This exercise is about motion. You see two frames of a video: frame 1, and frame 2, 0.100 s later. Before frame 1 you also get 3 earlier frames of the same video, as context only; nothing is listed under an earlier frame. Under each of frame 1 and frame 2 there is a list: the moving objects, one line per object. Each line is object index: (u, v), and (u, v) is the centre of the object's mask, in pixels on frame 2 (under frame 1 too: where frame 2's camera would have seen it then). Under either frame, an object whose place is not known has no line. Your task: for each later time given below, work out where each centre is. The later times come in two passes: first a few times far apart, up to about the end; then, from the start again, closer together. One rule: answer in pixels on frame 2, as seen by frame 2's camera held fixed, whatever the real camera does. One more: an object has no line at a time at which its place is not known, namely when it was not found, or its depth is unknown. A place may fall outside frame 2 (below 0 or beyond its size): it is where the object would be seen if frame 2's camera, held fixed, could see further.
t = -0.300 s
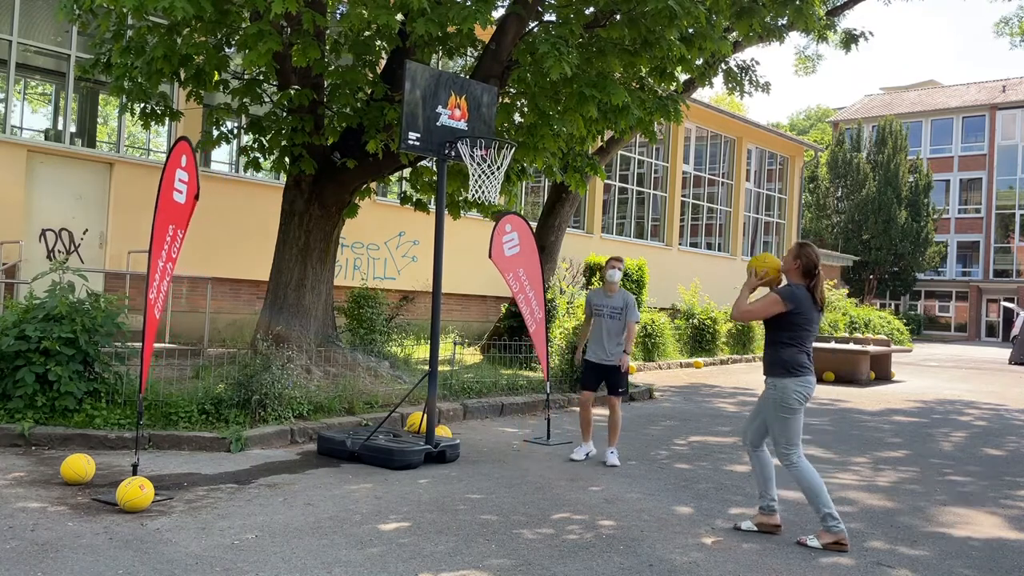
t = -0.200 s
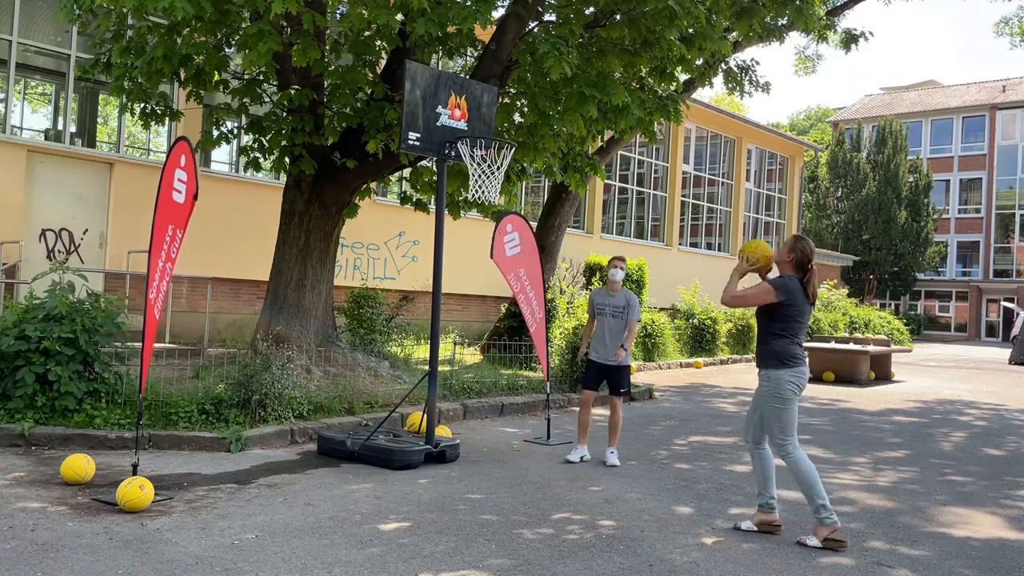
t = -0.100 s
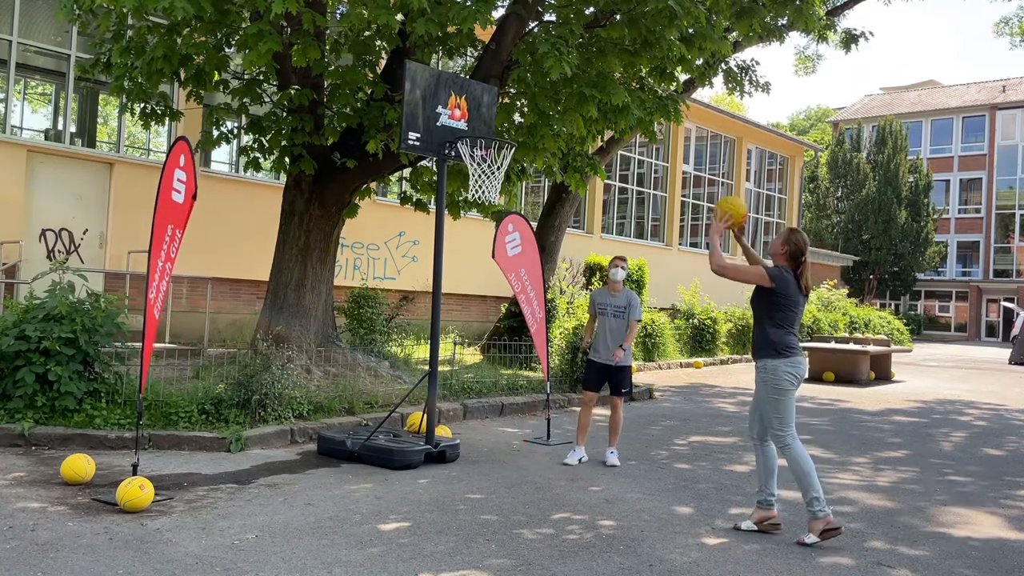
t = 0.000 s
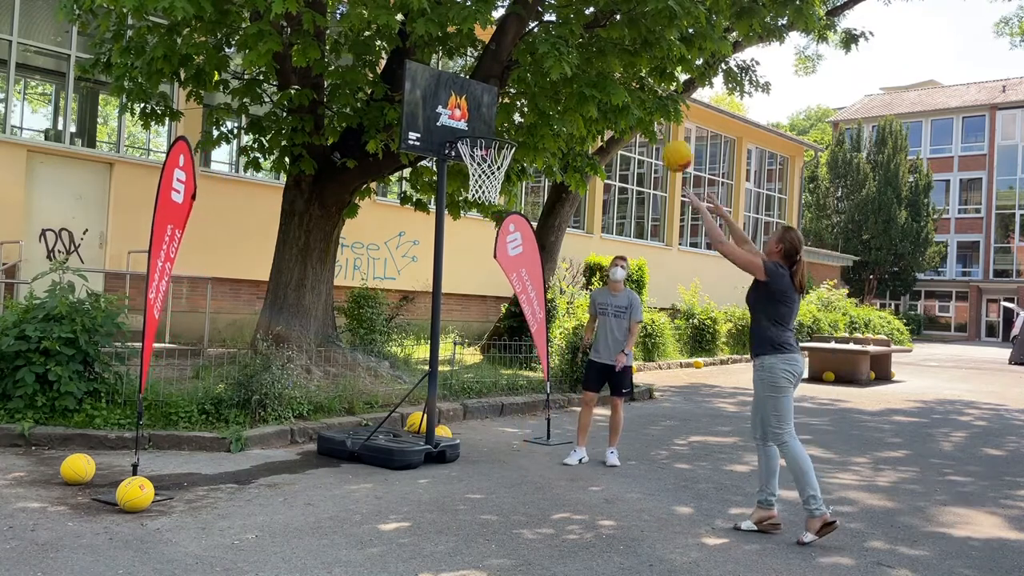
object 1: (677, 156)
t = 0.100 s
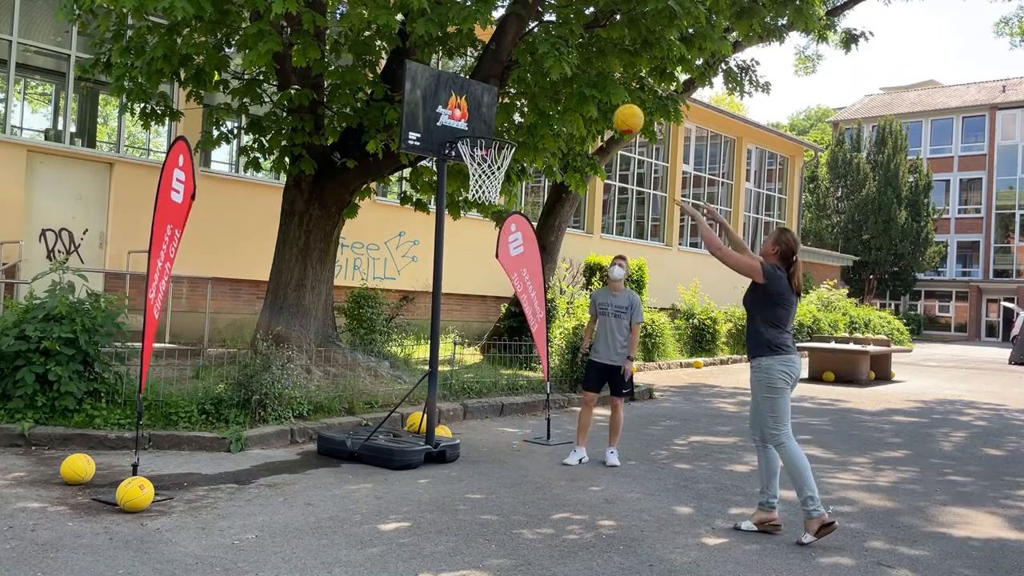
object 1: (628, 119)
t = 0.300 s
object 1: (541, 95)
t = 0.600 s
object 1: (479, 120)
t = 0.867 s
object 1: (539, 132)
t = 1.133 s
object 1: (599, 244)
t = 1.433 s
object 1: (669, 498)
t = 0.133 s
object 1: (613, 111)
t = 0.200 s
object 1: (583, 99)
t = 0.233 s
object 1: (569, 96)
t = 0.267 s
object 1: (555, 95)
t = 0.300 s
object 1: (541, 95)
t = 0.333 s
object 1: (528, 97)
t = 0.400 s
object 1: (503, 104)
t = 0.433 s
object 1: (490, 110)
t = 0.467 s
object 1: (479, 116)
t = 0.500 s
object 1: (467, 124)
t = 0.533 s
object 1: (464, 128)
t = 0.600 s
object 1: (479, 120)
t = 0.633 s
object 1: (486, 117)
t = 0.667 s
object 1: (494, 114)
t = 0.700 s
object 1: (501, 114)
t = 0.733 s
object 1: (509, 114)
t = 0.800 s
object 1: (524, 121)
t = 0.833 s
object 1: (531, 126)
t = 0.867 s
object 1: (539, 132)
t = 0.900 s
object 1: (546, 140)
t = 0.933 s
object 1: (553, 150)
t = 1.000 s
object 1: (569, 174)
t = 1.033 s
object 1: (576, 189)
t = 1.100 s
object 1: (592, 224)
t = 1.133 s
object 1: (599, 244)
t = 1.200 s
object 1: (615, 289)
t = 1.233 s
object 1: (622, 313)
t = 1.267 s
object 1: (630, 340)
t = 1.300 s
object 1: (637, 369)
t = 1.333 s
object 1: (645, 401)
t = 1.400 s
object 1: (661, 471)
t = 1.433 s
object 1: (669, 498)
